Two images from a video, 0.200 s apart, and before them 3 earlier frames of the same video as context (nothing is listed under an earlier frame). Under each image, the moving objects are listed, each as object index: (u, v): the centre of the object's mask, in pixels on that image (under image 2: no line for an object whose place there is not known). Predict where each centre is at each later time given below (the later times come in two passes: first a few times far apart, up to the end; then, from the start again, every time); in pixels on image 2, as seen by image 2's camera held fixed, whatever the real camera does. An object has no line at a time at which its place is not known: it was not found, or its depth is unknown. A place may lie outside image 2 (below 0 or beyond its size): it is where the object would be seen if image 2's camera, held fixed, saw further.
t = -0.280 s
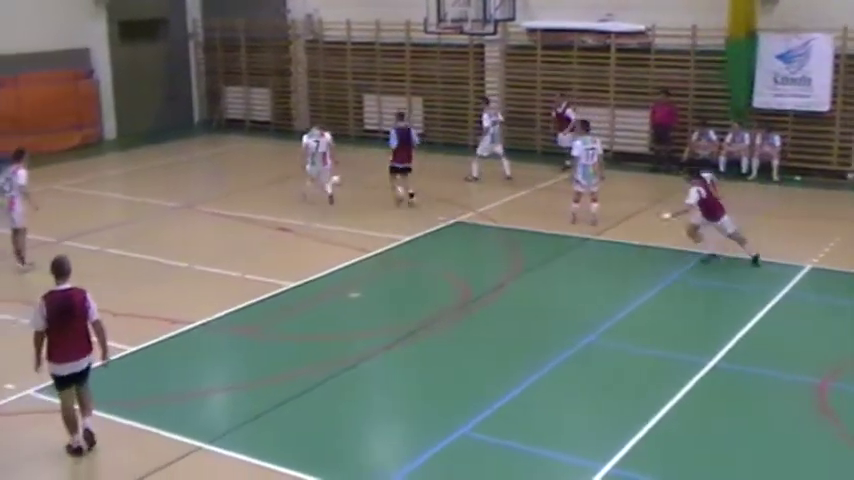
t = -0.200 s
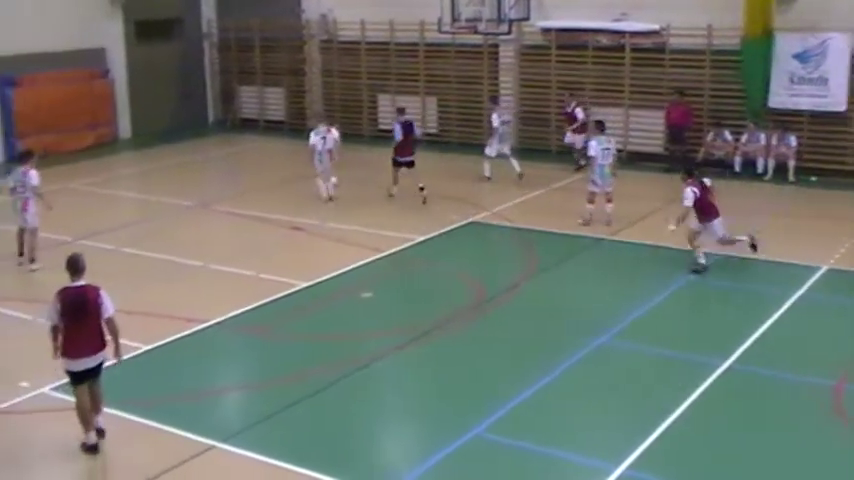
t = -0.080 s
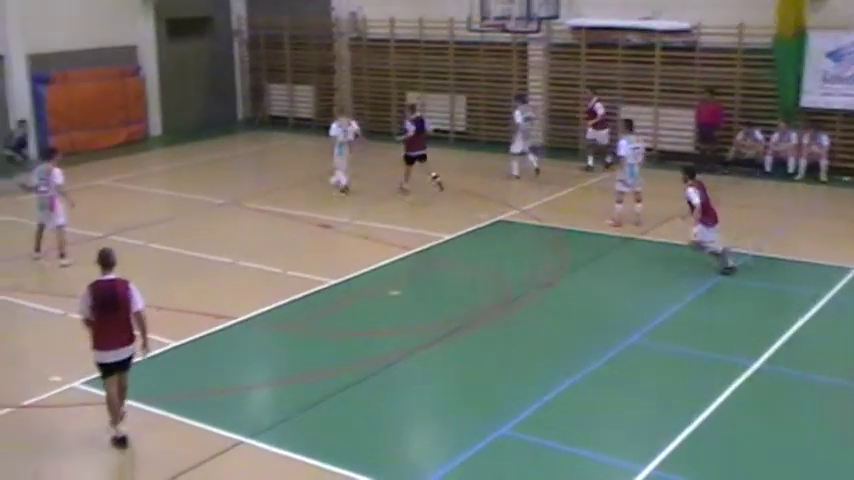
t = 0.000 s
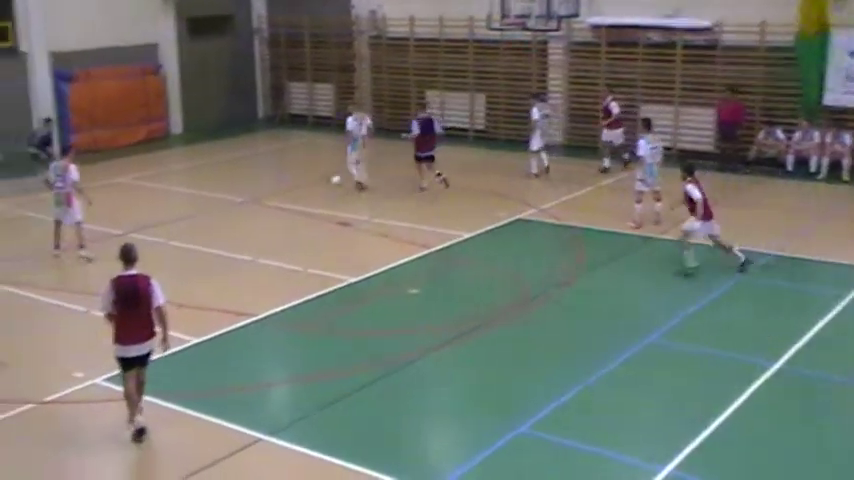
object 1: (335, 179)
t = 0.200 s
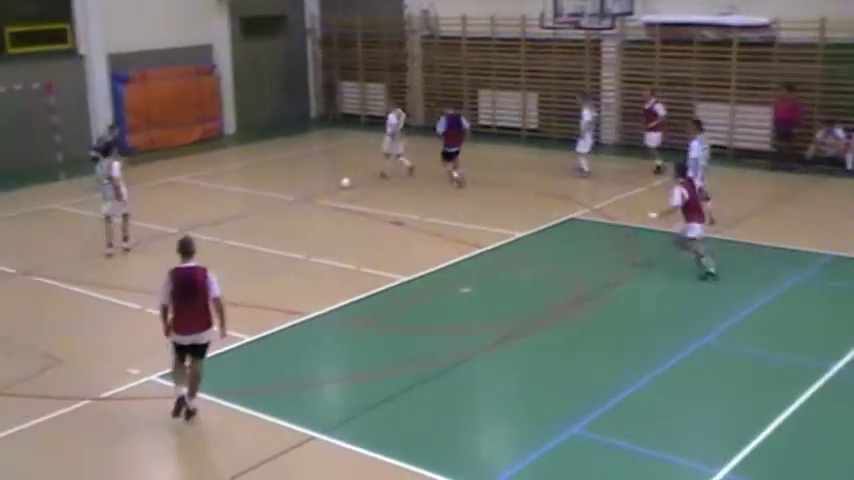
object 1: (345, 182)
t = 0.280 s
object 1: (328, 184)
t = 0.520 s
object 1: (278, 187)
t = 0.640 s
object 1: (252, 189)
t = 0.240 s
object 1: (336, 183)
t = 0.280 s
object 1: (328, 184)
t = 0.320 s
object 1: (320, 184)
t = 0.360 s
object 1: (312, 185)
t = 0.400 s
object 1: (303, 186)
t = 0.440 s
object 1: (294, 186)
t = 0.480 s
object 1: (286, 187)
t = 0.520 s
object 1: (278, 187)
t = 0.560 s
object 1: (269, 188)
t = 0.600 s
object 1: (260, 188)
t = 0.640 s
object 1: (252, 189)
